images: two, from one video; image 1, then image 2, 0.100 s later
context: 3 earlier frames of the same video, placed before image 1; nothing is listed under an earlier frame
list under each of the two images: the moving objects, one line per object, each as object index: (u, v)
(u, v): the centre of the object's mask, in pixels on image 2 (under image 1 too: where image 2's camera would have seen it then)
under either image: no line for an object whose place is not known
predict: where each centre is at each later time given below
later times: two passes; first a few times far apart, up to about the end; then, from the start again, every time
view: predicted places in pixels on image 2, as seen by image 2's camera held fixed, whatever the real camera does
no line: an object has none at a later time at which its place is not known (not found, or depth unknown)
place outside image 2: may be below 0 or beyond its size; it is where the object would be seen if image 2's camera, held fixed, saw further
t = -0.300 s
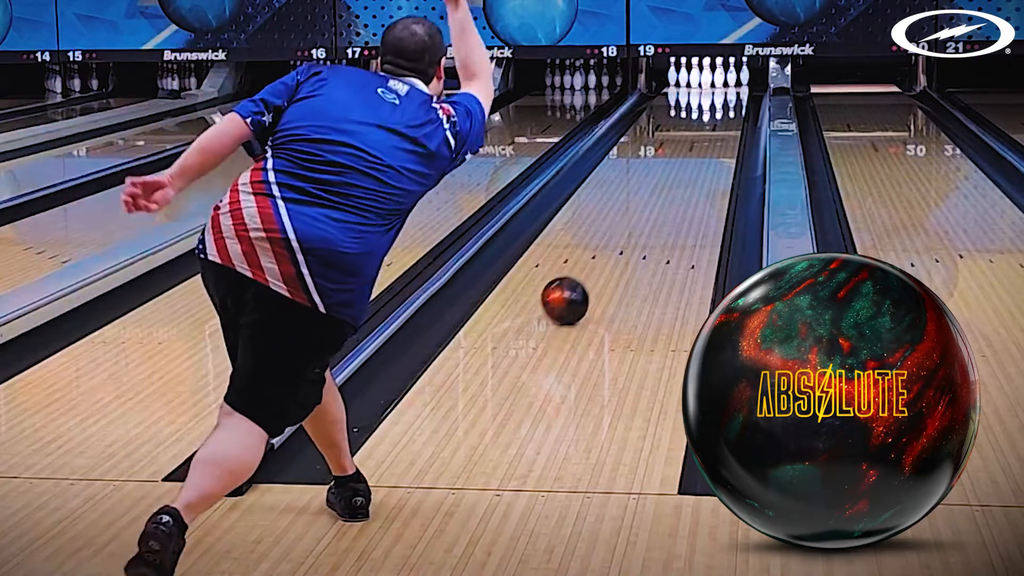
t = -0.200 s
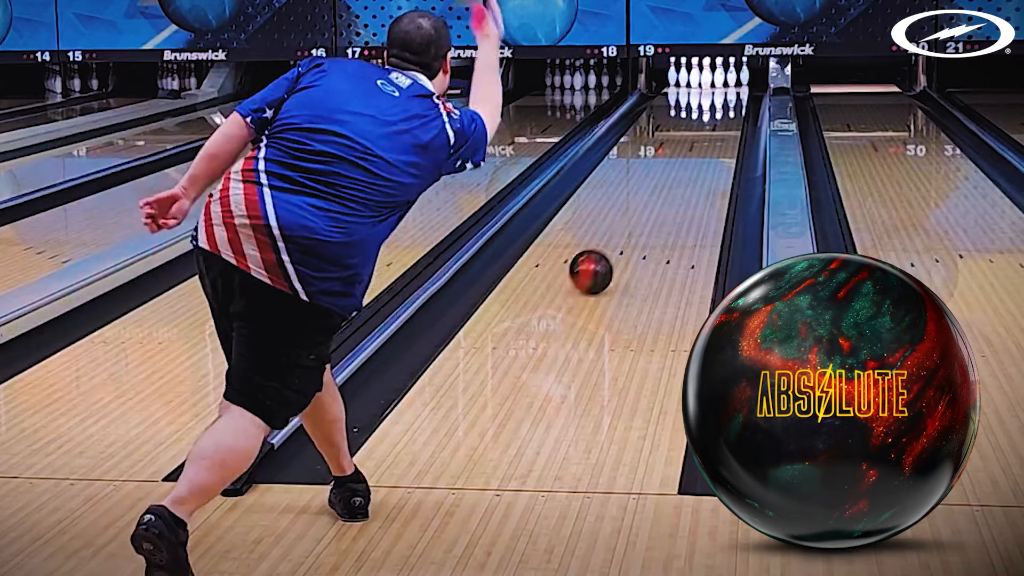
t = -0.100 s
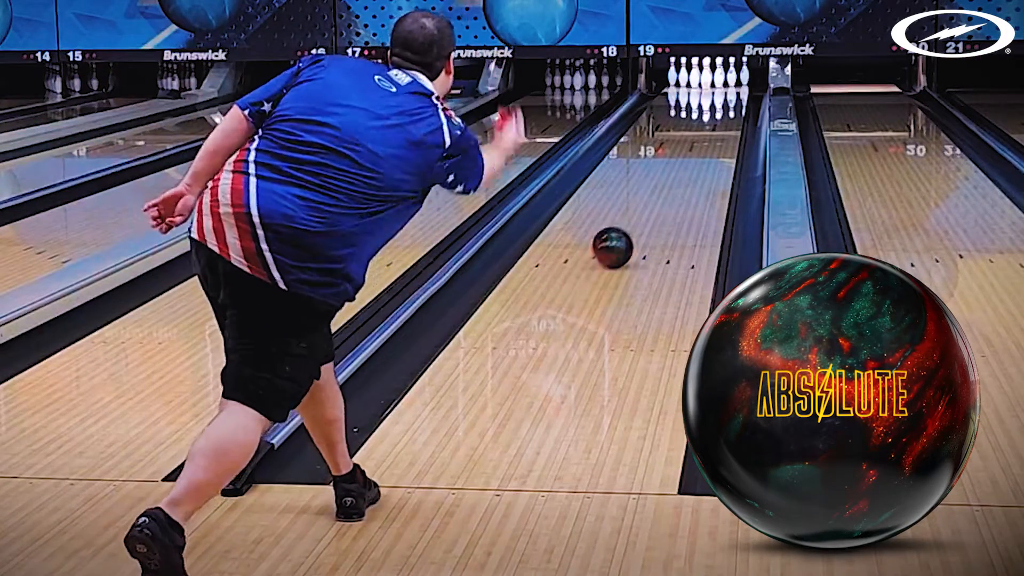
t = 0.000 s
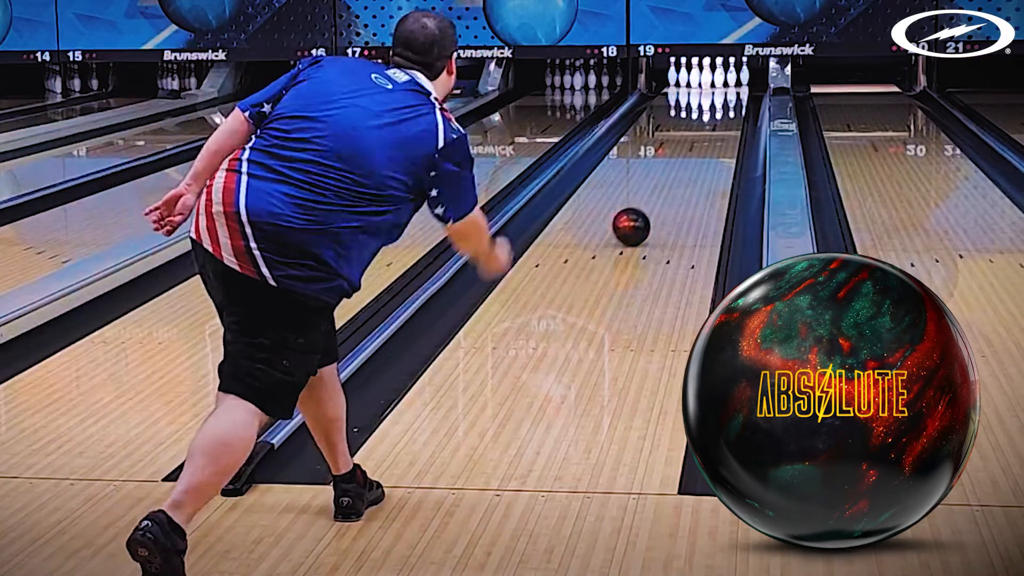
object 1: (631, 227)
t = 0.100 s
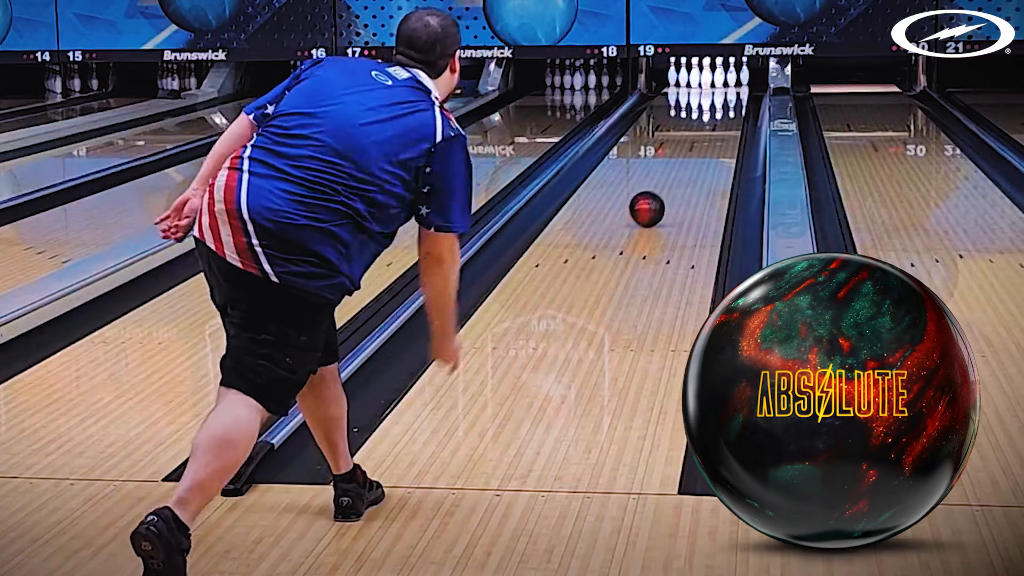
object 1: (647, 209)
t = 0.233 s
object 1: (665, 188)
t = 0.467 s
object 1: (689, 160)
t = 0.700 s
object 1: (707, 138)
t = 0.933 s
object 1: (720, 121)
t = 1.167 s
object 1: (728, 107)
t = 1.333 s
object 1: (729, 99)
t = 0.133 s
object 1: (652, 203)
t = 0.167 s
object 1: (656, 198)
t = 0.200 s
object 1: (661, 193)
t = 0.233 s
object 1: (665, 188)
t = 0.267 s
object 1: (669, 184)
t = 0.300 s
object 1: (672, 179)
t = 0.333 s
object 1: (676, 175)
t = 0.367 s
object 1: (679, 171)
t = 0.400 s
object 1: (683, 167)
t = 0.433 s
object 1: (686, 164)
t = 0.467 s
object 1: (689, 160)
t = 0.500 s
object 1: (692, 157)
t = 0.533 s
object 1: (695, 154)
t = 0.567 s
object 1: (697, 150)
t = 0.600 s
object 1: (700, 147)
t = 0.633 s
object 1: (702, 144)
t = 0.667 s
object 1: (704, 141)
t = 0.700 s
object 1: (707, 138)
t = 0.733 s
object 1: (709, 136)
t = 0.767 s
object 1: (711, 133)
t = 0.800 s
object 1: (713, 131)
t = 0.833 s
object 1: (715, 128)
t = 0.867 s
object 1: (717, 126)
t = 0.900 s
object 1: (718, 123)
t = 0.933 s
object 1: (720, 121)
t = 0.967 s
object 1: (721, 119)
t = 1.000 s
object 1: (722, 117)
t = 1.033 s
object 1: (724, 115)
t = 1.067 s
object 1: (725, 113)
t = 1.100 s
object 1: (726, 111)
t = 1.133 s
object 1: (727, 109)
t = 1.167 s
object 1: (728, 107)
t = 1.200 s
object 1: (728, 105)
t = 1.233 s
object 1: (729, 104)
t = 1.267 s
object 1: (729, 102)
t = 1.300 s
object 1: (730, 100)
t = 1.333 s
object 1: (729, 99)
